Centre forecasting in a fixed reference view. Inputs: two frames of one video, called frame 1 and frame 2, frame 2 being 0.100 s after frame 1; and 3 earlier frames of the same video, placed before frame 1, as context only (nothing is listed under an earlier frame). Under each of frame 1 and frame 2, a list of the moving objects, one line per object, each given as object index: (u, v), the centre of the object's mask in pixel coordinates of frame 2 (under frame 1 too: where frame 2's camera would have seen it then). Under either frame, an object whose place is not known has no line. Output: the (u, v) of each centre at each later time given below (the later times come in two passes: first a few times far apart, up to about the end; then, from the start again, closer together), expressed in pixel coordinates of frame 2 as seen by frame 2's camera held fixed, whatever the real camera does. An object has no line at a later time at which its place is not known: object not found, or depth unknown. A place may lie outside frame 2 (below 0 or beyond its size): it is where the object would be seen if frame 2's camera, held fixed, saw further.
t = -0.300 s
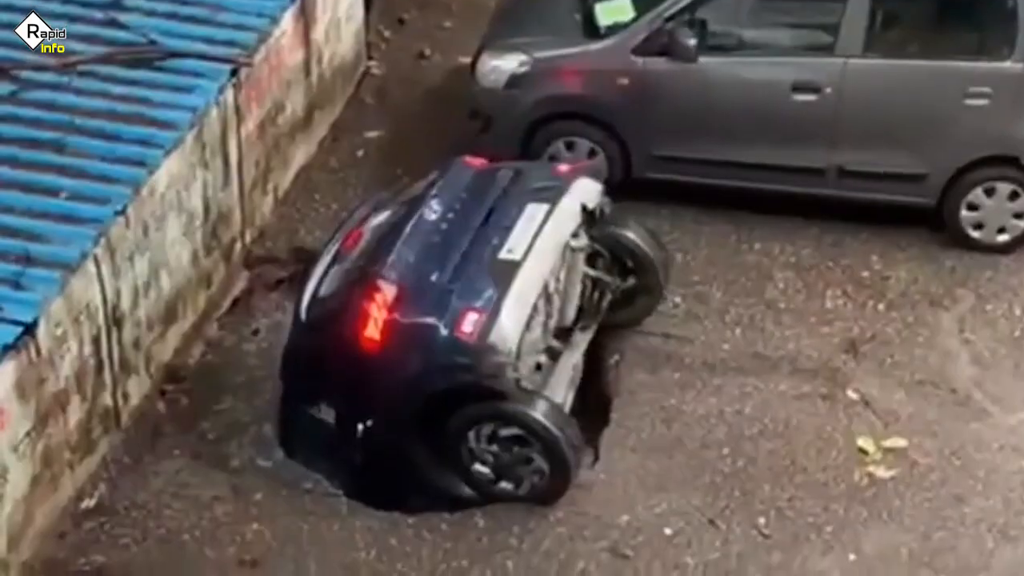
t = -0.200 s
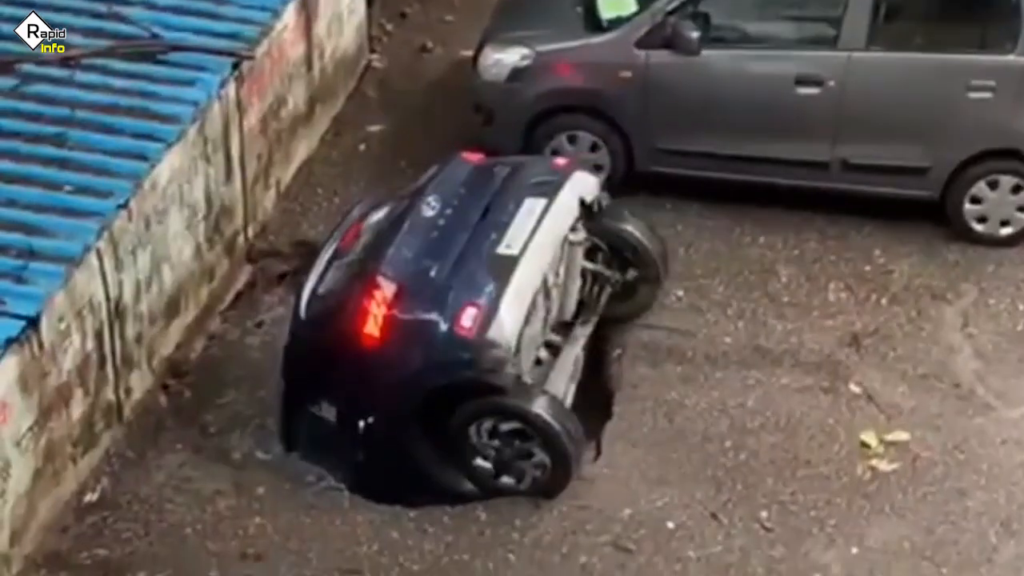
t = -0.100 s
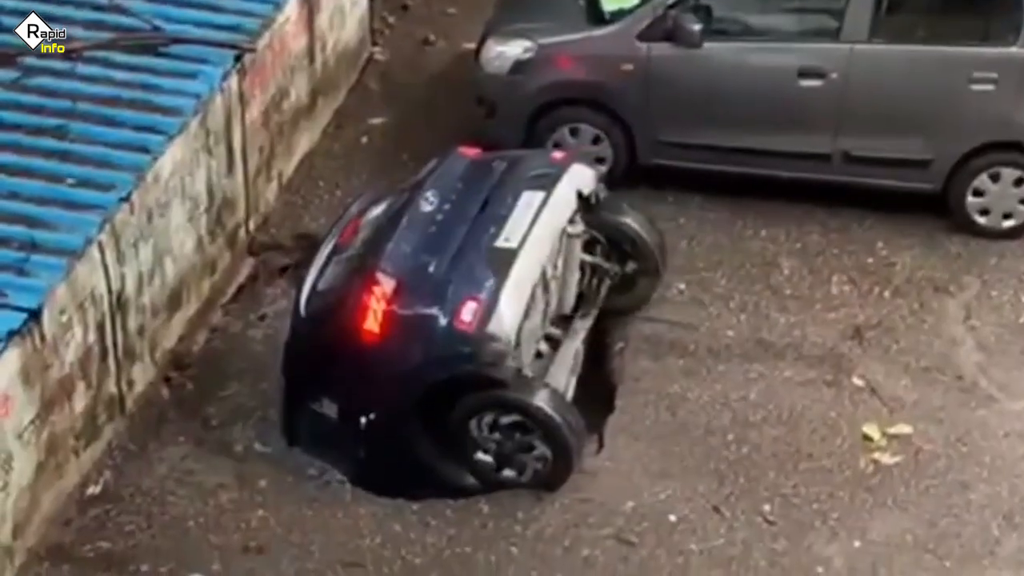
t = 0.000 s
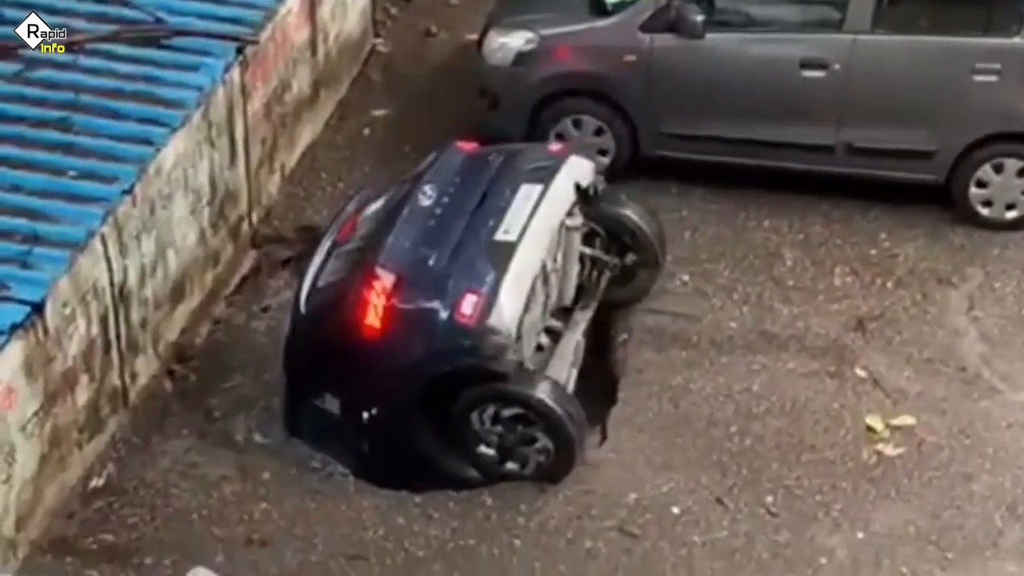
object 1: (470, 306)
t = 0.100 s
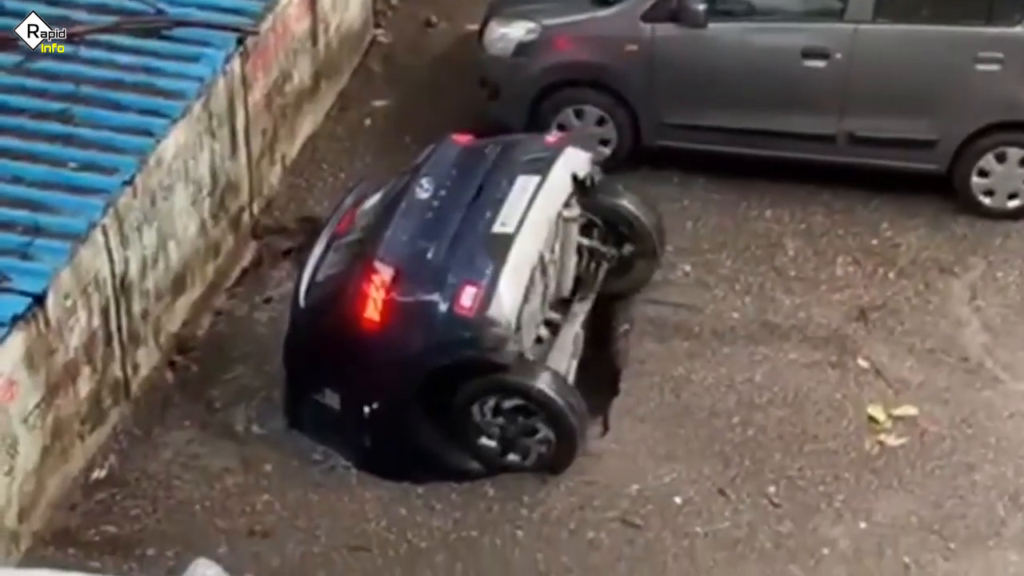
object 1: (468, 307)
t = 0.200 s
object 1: (466, 307)
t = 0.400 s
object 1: (461, 311)
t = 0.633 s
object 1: (451, 312)
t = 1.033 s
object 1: (442, 321)
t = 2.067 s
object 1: (421, 332)
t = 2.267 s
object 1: (419, 339)
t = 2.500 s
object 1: (419, 337)
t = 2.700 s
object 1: (422, 338)
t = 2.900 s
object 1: (440, 347)
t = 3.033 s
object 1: (439, 347)
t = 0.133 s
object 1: (467, 307)
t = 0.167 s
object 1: (467, 308)
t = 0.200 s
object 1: (466, 307)
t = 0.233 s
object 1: (465, 308)
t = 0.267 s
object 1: (464, 309)
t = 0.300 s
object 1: (464, 309)
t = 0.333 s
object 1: (463, 309)
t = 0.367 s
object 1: (462, 310)
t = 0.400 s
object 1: (461, 311)
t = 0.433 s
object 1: (460, 311)
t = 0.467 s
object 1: (460, 312)
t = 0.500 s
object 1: (459, 312)
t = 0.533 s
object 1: (454, 311)
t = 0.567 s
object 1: (457, 313)
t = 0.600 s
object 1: (452, 312)
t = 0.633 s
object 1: (451, 312)
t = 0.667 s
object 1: (450, 313)
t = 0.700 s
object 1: (449, 314)
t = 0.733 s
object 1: (448, 315)
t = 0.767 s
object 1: (447, 316)
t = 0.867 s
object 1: (445, 318)
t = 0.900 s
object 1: (455, 320)
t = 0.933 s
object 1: (446, 319)
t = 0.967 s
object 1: (444, 319)
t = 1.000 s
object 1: (444, 320)
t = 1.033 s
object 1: (442, 321)
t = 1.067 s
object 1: (452, 323)
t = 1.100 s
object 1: (452, 324)
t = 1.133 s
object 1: (442, 321)
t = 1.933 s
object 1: (423, 318)
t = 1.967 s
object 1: (422, 322)
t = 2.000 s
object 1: (421, 326)
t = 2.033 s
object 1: (421, 329)
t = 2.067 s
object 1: (421, 332)
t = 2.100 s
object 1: (420, 335)
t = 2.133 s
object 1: (419, 339)
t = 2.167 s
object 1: (419, 339)
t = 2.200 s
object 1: (420, 339)
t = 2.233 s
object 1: (420, 338)
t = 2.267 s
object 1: (419, 339)
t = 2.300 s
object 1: (418, 340)
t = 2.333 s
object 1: (418, 340)
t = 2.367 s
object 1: (418, 338)
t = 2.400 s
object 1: (420, 338)
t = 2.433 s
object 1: (419, 337)
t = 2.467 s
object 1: (419, 336)
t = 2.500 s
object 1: (419, 337)
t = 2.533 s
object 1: (420, 341)
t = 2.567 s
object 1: (422, 337)
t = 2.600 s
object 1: (420, 341)
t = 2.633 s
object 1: (421, 339)
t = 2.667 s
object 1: (421, 338)
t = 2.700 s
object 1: (422, 338)
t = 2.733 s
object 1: (441, 345)
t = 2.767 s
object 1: (440, 350)
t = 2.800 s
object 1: (440, 350)
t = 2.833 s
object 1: (439, 348)
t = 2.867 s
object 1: (440, 350)
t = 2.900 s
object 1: (440, 347)
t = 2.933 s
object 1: (439, 347)
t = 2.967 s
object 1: (438, 347)
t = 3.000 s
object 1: (437, 347)
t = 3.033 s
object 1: (439, 347)
